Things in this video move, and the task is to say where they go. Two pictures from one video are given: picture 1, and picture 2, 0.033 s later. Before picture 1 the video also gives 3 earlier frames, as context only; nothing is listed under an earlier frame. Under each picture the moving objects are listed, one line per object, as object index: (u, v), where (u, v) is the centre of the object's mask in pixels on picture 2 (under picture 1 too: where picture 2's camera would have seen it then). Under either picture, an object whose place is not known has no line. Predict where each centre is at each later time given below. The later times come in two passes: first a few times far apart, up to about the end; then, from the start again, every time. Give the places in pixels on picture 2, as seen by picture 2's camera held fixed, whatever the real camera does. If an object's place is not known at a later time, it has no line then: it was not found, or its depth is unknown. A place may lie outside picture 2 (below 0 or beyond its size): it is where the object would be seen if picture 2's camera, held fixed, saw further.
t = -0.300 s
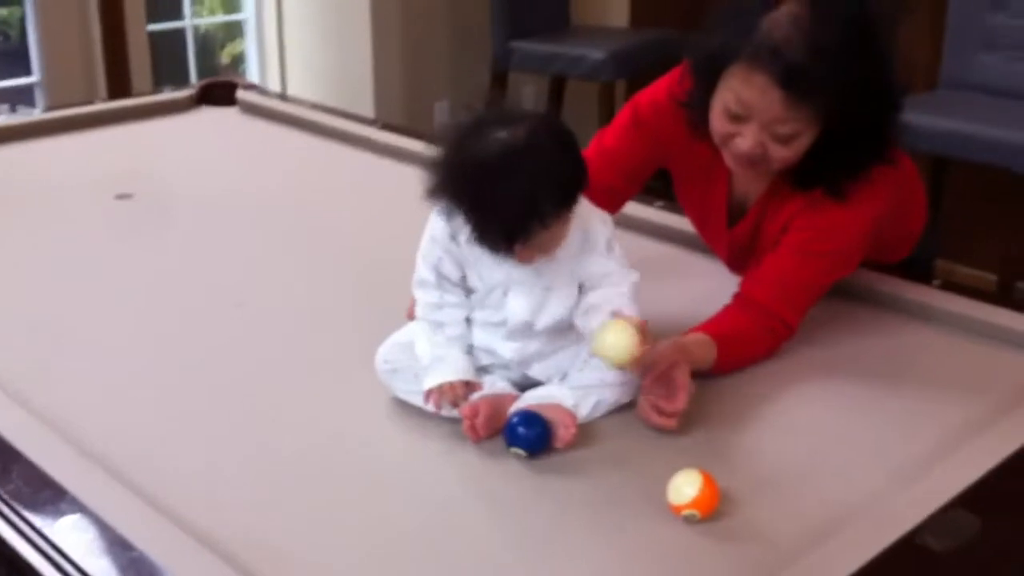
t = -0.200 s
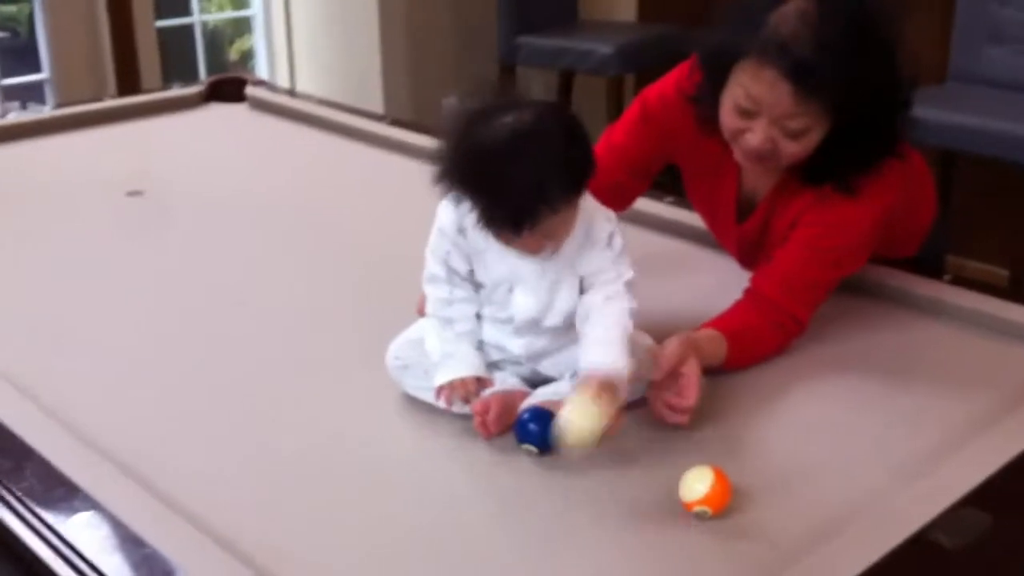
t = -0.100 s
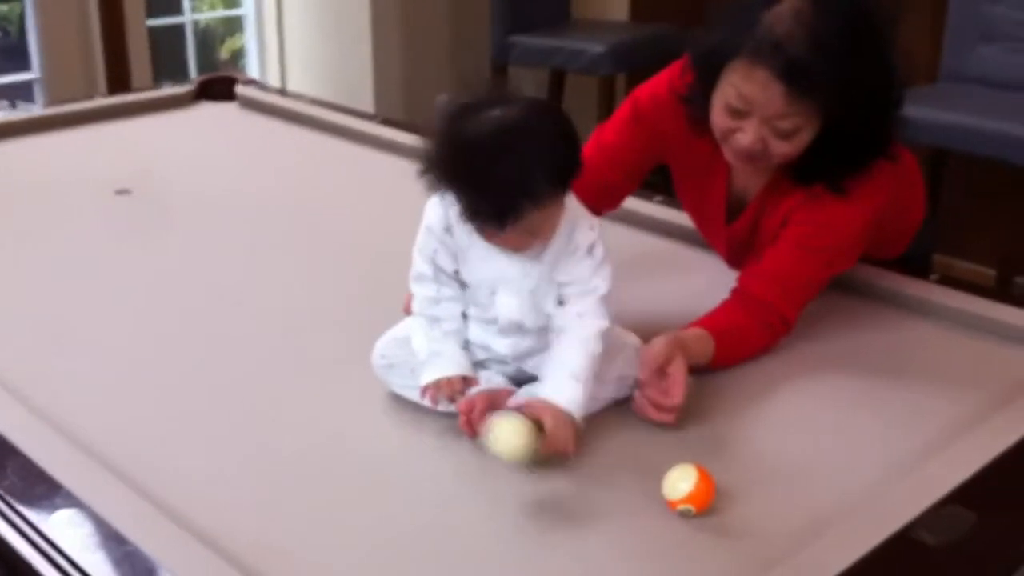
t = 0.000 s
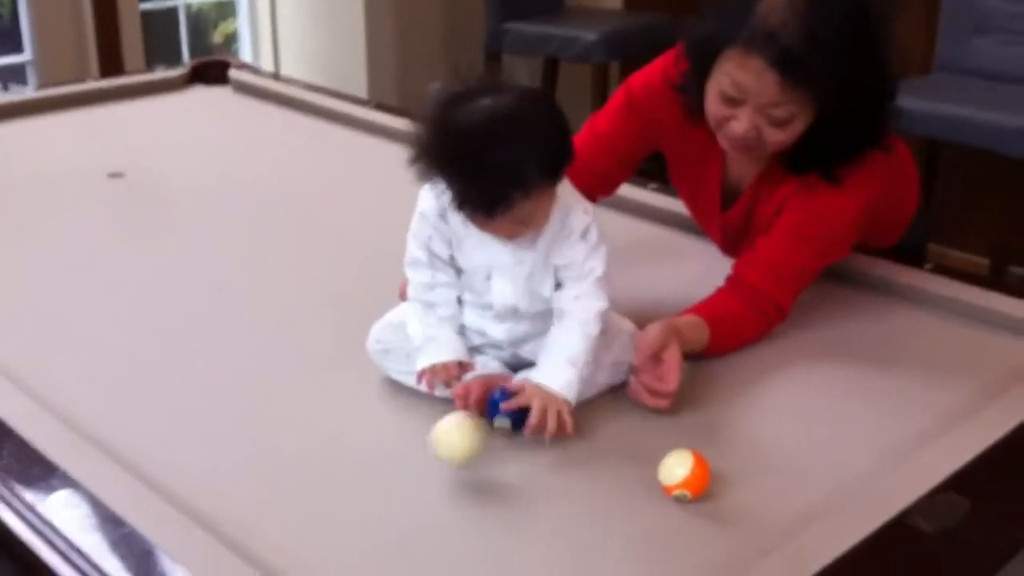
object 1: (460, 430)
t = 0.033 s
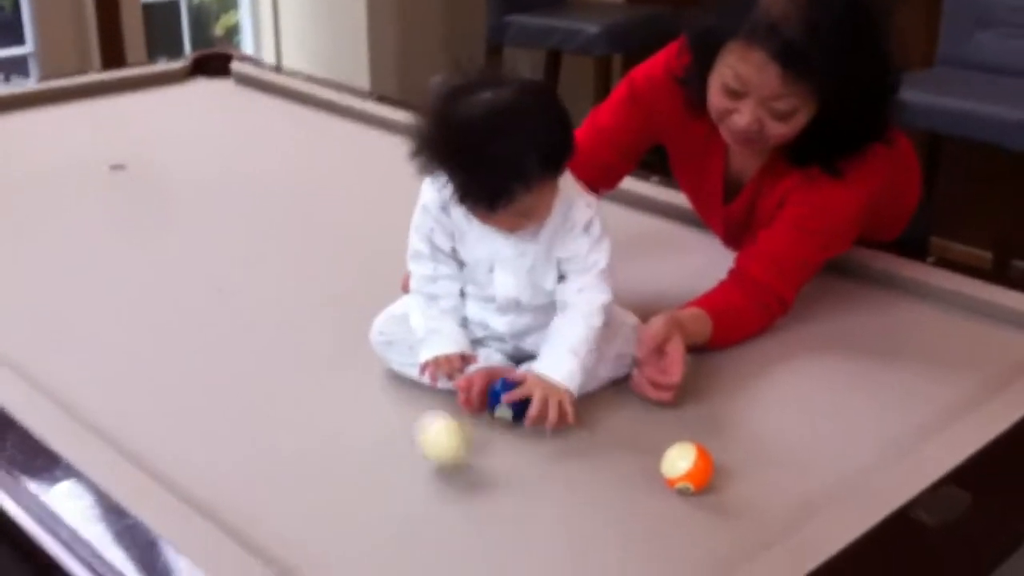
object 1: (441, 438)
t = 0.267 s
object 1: (323, 444)
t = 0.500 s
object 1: (206, 445)
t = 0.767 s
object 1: (142, 425)
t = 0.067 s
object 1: (424, 435)
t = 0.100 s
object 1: (407, 438)
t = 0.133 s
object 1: (389, 441)
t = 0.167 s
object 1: (373, 442)
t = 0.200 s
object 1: (357, 443)
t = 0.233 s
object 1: (340, 444)
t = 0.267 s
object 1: (323, 444)
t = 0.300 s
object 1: (307, 444)
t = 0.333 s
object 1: (289, 445)
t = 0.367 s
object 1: (272, 445)
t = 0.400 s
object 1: (256, 445)
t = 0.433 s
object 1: (239, 445)
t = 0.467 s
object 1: (223, 445)
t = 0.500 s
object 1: (206, 445)
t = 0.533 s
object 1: (191, 445)
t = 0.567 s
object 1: (175, 445)
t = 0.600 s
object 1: (158, 445)
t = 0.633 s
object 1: (143, 444)
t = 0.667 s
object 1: (138, 440)
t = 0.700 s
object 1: (139, 437)
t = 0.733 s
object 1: (140, 431)
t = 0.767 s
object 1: (142, 425)
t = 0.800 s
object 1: (144, 420)
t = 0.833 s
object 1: (146, 416)
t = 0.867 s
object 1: (148, 411)
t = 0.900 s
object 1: (149, 406)
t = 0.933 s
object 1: (150, 401)
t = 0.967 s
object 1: (151, 397)
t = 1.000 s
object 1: (153, 392)
